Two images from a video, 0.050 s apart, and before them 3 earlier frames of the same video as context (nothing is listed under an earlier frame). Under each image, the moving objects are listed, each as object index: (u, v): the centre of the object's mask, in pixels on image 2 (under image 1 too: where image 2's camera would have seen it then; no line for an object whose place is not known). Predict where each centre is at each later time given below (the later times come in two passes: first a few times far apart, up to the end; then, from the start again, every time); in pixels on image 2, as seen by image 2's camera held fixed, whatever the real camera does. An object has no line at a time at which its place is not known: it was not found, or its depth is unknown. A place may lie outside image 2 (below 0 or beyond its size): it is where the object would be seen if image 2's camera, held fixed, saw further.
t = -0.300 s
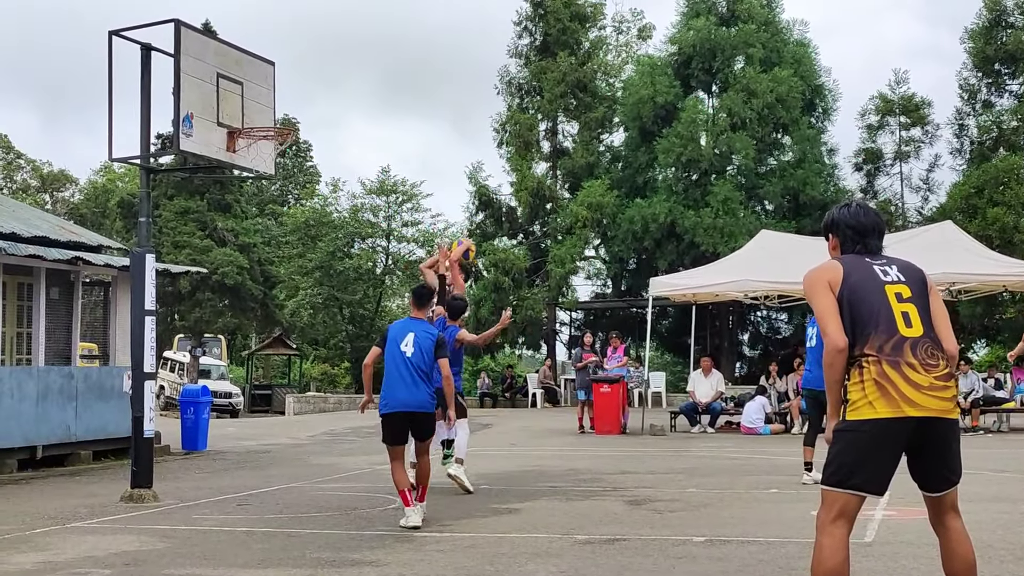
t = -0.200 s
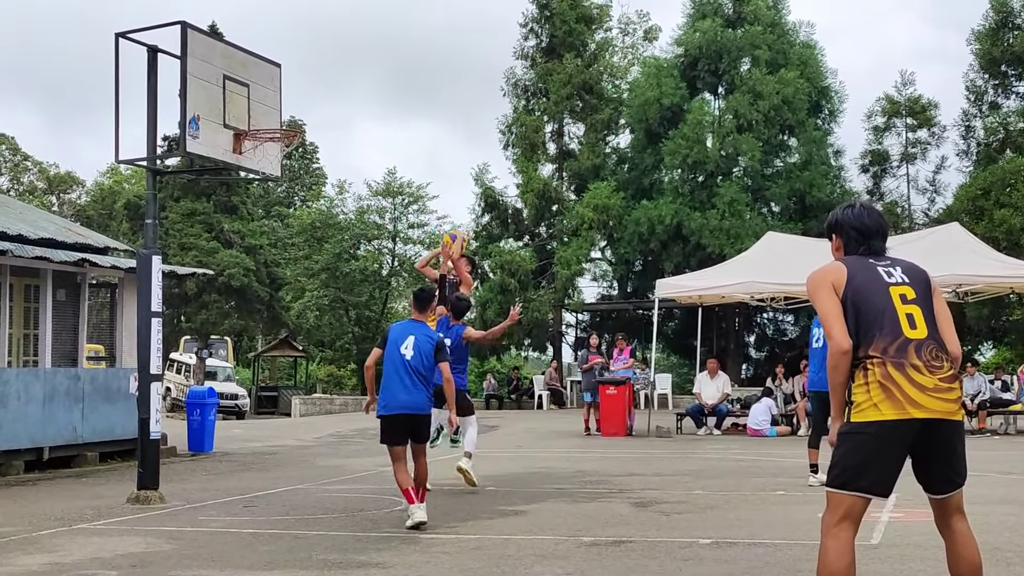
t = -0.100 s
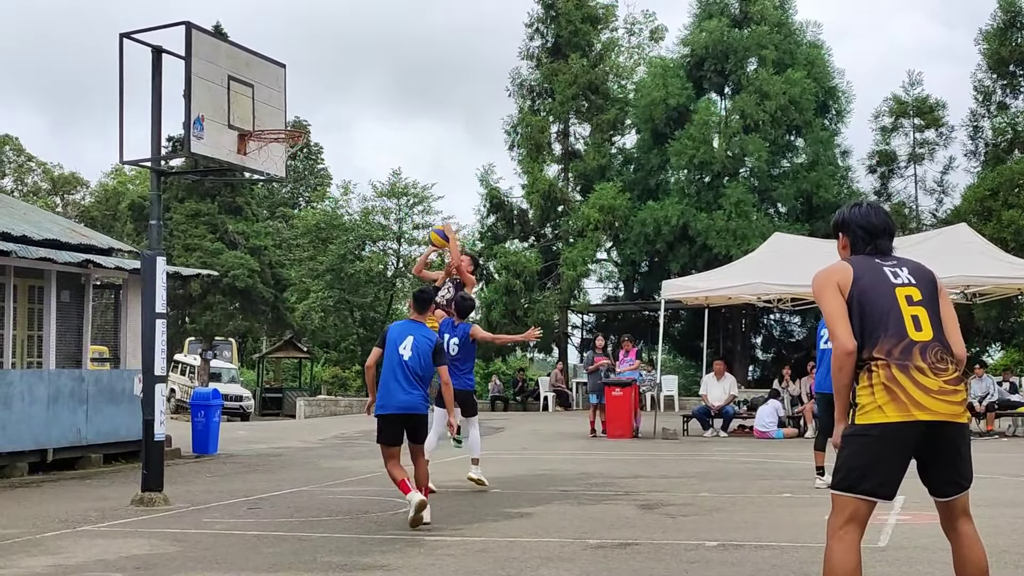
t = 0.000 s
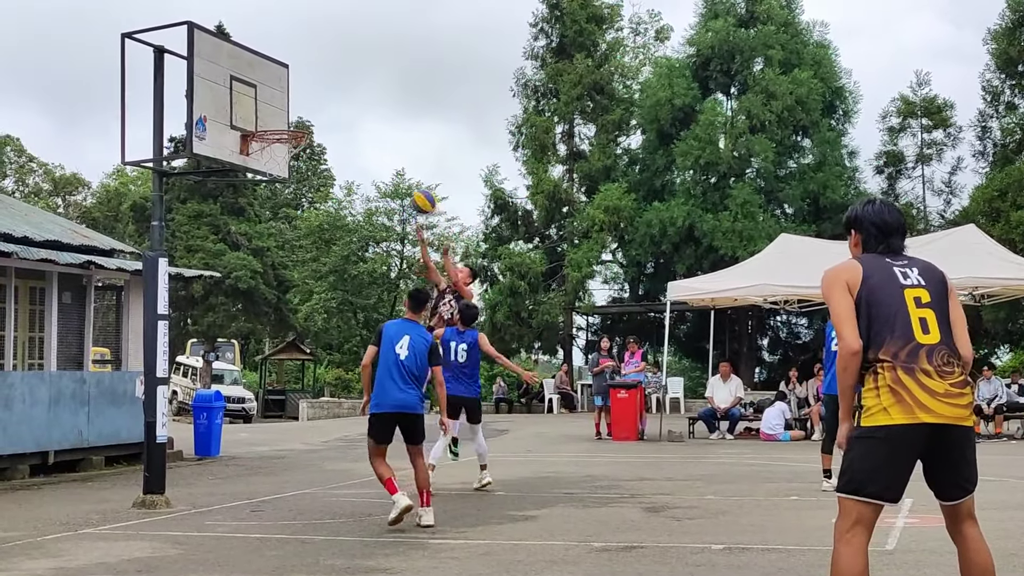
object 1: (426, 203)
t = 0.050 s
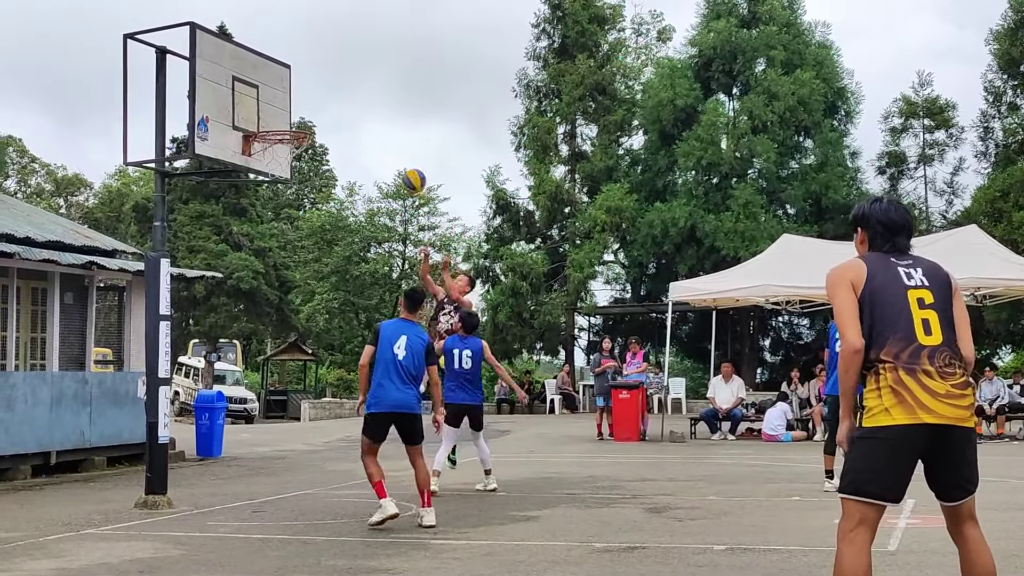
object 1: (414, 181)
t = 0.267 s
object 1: (359, 115)
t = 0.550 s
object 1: (280, 102)
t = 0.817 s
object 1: (295, 113)
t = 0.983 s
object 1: (308, 118)
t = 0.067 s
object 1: (409, 174)
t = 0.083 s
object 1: (405, 168)
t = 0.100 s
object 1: (401, 162)
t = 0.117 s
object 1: (397, 156)
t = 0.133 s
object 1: (393, 150)
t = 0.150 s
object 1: (389, 145)
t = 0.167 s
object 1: (384, 140)
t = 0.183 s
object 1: (380, 135)
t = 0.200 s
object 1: (376, 130)
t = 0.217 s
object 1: (372, 126)
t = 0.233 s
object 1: (367, 122)
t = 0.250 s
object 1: (363, 118)
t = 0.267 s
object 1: (359, 115)
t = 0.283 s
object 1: (354, 112)
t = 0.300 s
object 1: (350, 109)
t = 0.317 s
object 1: (345, 106)
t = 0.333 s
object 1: (341, 104)
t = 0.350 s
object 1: (336, 103)
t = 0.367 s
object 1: (332, 101)
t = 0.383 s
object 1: (327, 99)
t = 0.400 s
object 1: (323, 98)
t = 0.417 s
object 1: (318, 97)
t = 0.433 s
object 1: (314, 97)
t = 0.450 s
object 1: (309, 97)
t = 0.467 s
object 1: (304, 97)
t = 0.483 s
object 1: (299, 98)
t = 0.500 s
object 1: (294, 98)
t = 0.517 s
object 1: (290, 99)
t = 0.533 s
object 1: (285, 101)
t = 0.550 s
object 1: (280, 102)
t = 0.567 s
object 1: (280, 104)
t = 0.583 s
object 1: (281, 105)
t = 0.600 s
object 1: (282, 107)
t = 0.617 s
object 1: (282, 110)
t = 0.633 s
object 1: (283, 112)
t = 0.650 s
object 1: (284, 115)
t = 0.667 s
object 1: (285, 118)
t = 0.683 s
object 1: (285, 120)
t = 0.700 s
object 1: (286, 122)
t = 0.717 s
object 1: (287, 121)
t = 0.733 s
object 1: (289, 119)
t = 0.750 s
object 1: (290, 118)
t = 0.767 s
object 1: (291, 116)
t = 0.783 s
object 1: (293, 115)
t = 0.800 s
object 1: (294, 113)
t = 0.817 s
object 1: (295, 113)
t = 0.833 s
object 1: (297, 112)
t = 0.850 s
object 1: (298, 112)
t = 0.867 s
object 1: (299, 112)
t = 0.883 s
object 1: (300, 112)
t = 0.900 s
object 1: (301, 113)
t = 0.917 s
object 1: (303, 114)
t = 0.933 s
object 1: (304, 115)
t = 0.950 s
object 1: (305, 117)
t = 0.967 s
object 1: (307, 119)
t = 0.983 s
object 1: (308, 118)
